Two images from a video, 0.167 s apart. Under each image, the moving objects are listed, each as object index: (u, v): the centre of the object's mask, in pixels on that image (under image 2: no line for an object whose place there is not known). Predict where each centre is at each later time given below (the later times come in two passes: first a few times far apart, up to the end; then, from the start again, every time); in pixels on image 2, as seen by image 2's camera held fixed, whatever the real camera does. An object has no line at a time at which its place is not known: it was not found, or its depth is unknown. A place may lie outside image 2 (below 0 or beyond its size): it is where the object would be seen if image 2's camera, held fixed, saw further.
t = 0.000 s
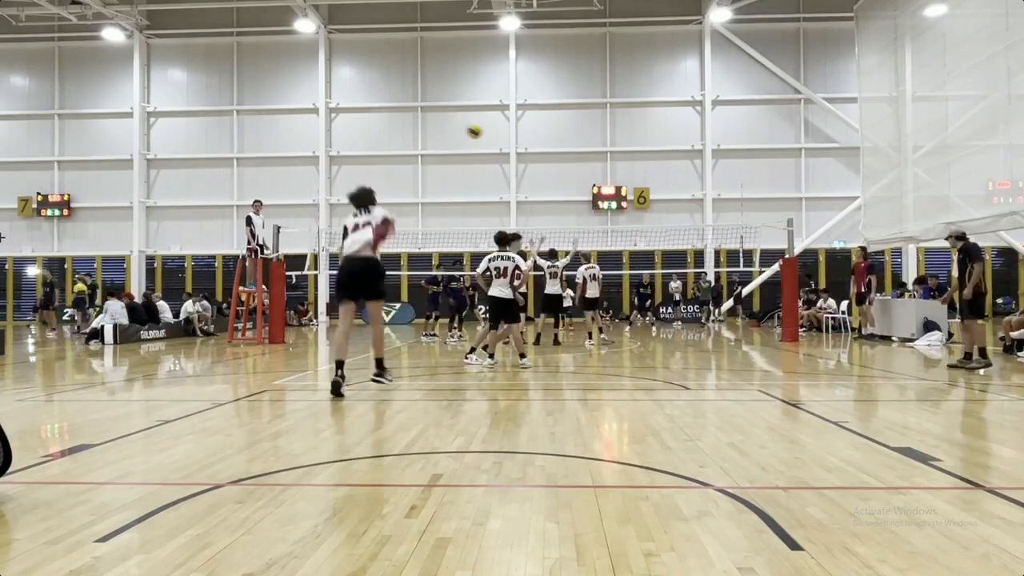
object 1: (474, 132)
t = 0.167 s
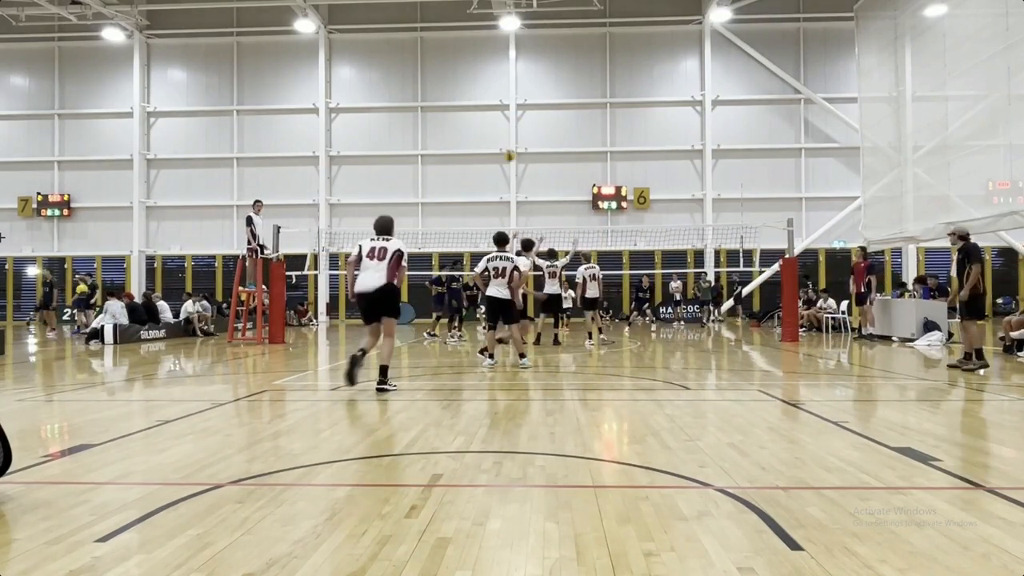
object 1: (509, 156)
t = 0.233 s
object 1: (520, 166)
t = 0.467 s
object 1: (545, 206)
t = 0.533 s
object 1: (550, 218)
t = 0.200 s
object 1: (514, 160)
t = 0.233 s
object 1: (520, 166)
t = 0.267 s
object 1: (524, 171)
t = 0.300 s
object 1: (529, 176)
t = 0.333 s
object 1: (533, 182)
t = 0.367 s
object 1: (536, 187)
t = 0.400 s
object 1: (539, 193)
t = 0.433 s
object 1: (542, 199)
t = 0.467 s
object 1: (545, 206)
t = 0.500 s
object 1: (548, 211)
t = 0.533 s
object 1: (550, 218)
